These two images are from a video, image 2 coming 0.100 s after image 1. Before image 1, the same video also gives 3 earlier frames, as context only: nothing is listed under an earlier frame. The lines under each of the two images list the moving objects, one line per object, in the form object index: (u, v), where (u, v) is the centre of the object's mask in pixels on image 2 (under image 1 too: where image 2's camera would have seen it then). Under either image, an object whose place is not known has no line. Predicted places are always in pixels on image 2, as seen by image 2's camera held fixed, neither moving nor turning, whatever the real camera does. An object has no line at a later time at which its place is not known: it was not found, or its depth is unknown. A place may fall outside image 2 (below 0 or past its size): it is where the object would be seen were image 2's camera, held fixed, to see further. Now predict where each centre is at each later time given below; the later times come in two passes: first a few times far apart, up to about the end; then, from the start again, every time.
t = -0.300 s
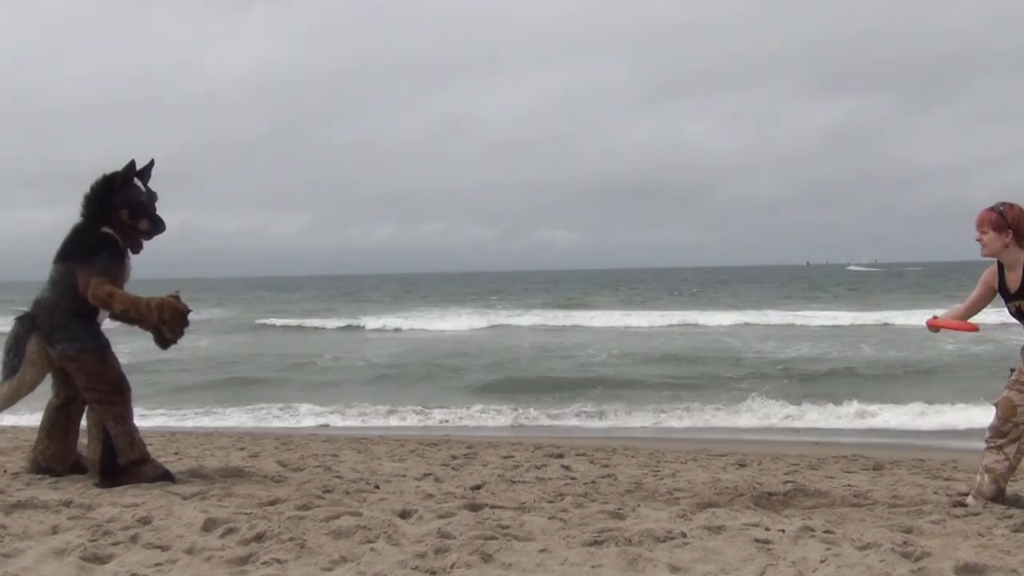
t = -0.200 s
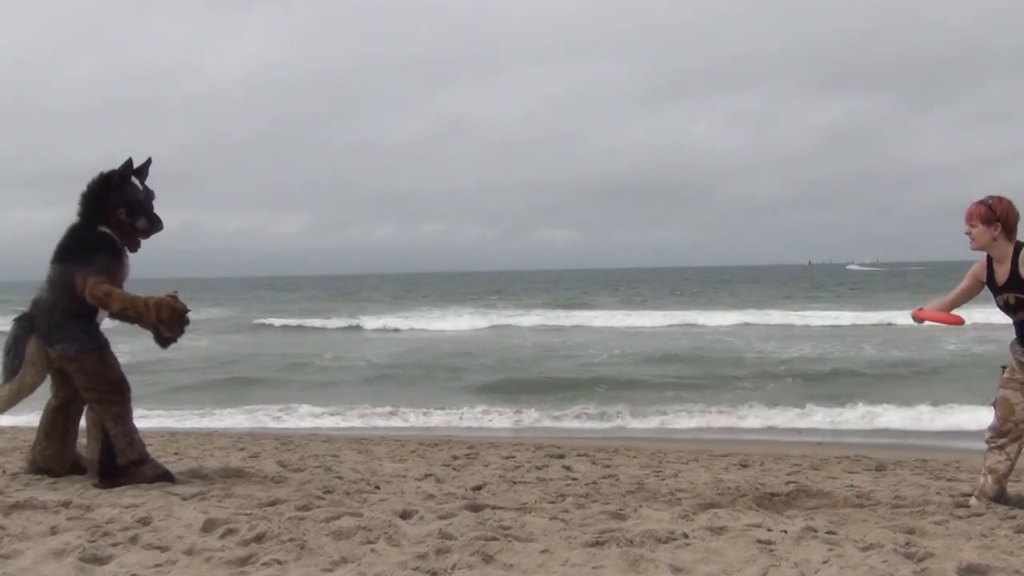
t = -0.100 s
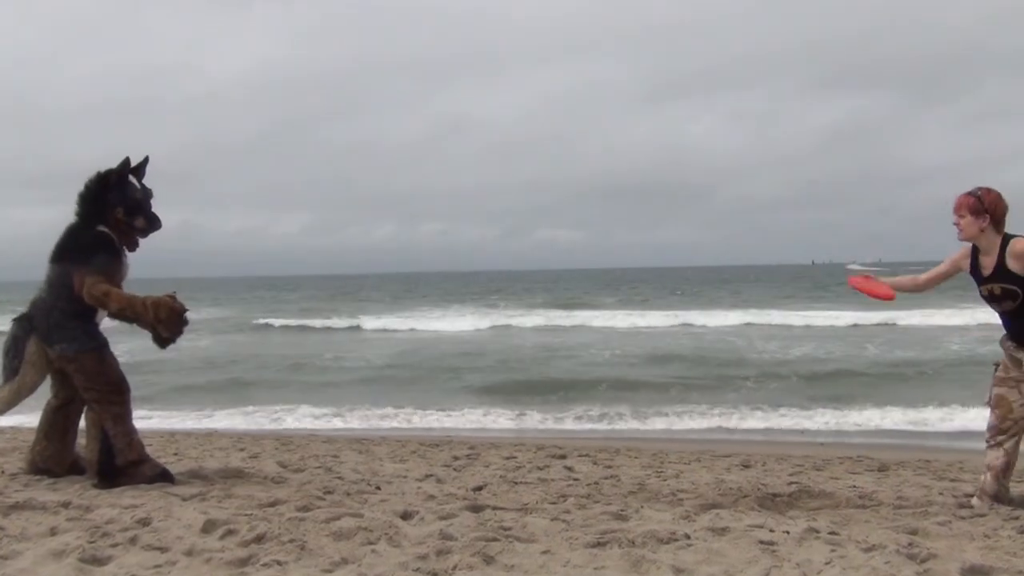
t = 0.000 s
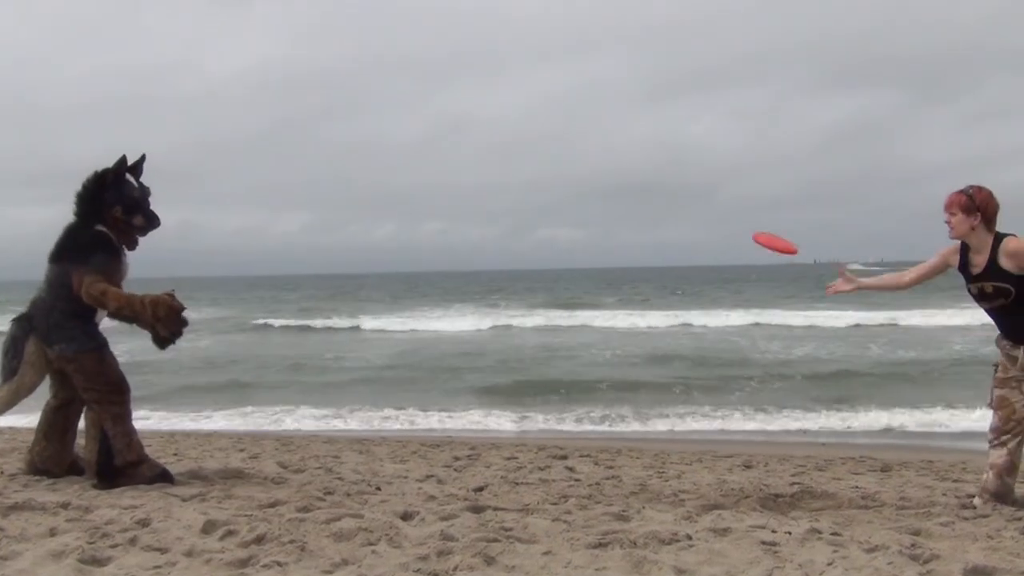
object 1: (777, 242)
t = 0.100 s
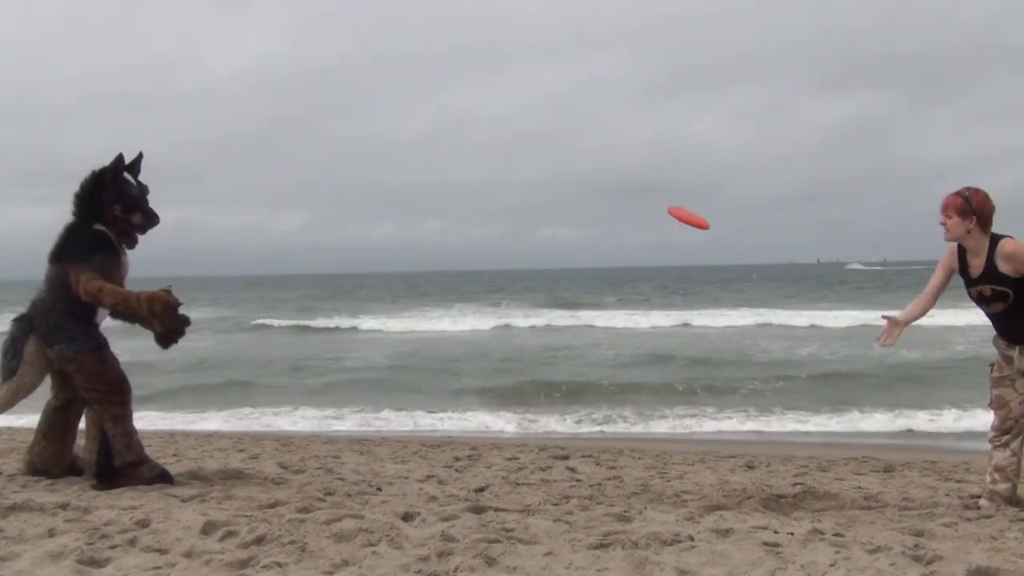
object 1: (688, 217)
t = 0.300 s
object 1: (546, 201)
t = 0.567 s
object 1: (400, 210)
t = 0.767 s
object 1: (303, 226)
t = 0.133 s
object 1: (662, 212)
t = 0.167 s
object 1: (638, 208)
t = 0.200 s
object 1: (614, 205)
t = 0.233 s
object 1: (590, 203)
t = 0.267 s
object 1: (568, 202)
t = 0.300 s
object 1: (546, 201)
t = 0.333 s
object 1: (526, 201)
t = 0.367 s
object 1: (505, 202)
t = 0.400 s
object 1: (486, 202)
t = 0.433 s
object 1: (467, 202)
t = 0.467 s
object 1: (450, 204)
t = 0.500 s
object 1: (433, 206)
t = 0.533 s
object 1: (416, 208)
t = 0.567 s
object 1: (400, 210)
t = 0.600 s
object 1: (383, 213)
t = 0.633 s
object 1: (367, 215)
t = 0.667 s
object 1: (351, 218)
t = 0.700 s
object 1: (334, 221)
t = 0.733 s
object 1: (318, 223)
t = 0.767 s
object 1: (303, 226)
